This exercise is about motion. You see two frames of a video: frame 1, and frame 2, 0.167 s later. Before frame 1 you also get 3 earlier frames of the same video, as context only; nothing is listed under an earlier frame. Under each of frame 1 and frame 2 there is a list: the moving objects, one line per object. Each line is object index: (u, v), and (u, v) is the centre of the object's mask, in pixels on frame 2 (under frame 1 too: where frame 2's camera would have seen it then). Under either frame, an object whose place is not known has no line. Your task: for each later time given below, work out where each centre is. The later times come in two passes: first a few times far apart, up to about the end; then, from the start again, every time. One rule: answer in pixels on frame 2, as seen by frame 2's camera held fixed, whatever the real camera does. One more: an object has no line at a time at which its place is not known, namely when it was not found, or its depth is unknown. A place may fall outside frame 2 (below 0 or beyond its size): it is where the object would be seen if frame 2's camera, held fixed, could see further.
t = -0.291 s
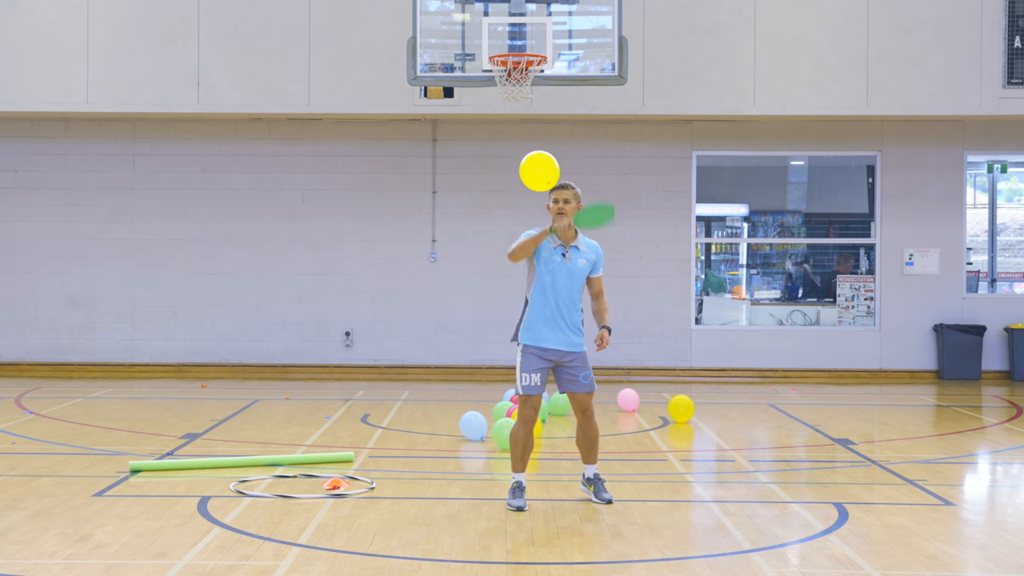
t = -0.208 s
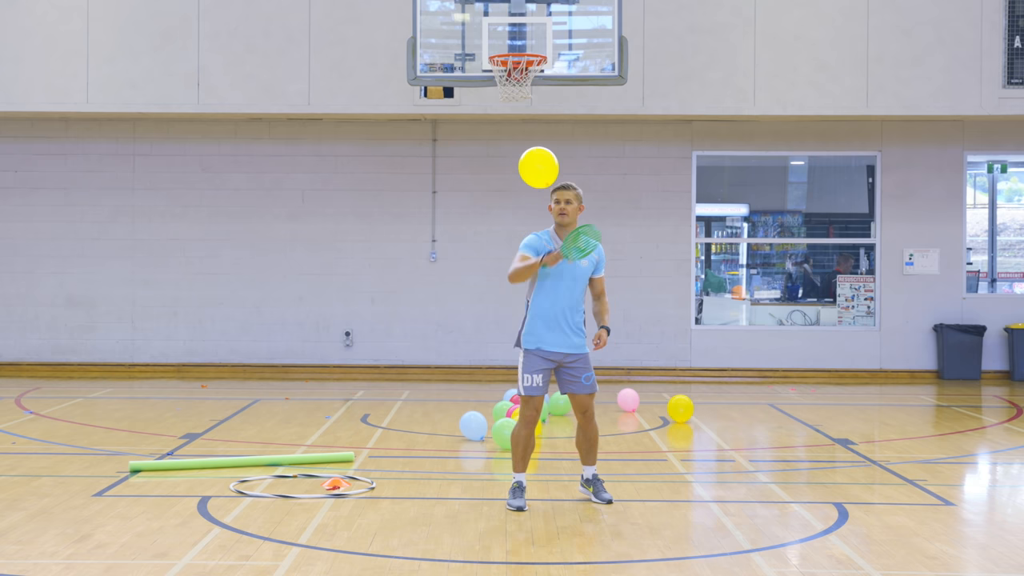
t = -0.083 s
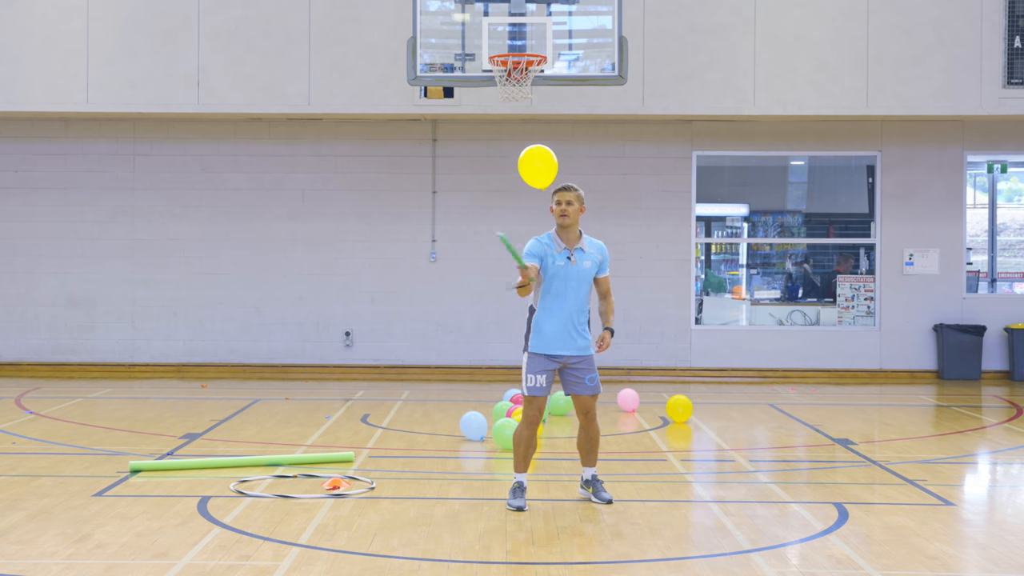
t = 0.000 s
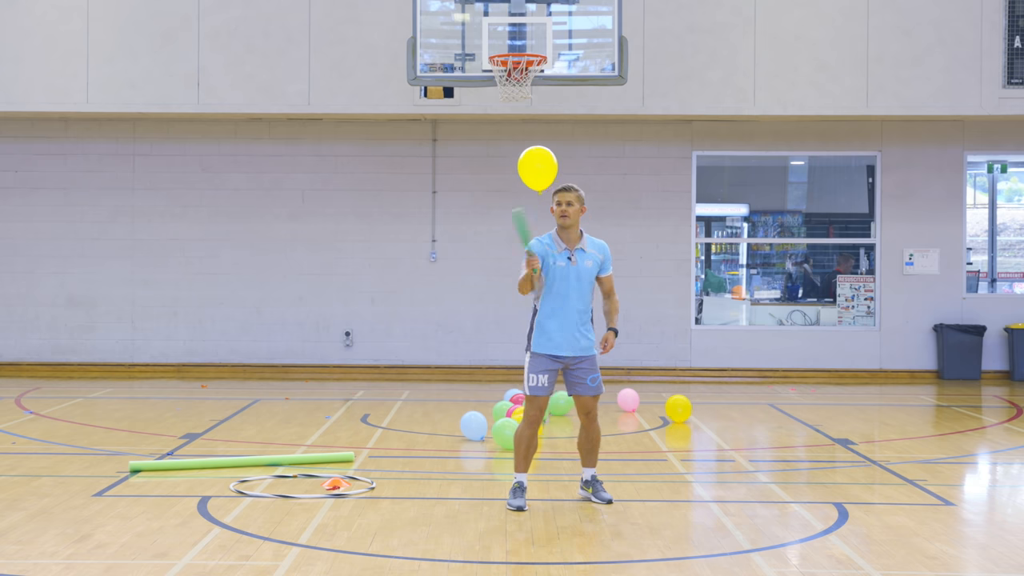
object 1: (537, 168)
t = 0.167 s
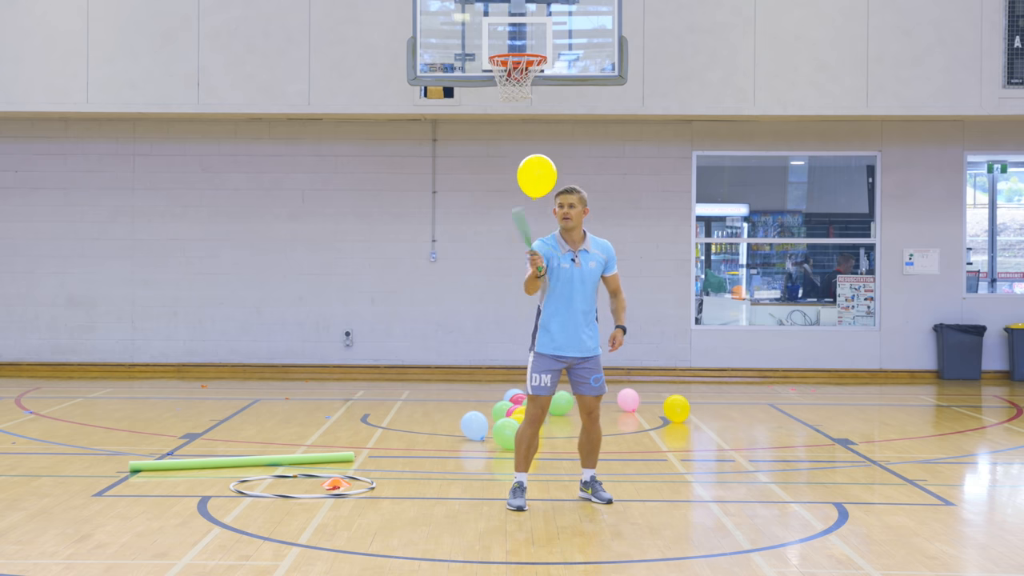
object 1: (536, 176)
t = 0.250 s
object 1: (536, 182)
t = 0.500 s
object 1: (535, 211)
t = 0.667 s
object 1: (533, 238)
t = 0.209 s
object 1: (537, 178)
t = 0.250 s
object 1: (536, 182)
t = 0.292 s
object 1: (536, 186)
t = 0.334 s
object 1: (536, 190)
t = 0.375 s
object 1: (536, 195)
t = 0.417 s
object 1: (535, 200)
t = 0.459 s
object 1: (535, 206)
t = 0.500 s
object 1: (535, 211)
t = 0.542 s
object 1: (534, 217)
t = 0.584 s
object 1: (534, 224)
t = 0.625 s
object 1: (534, 231)
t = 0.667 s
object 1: (533, 238)
